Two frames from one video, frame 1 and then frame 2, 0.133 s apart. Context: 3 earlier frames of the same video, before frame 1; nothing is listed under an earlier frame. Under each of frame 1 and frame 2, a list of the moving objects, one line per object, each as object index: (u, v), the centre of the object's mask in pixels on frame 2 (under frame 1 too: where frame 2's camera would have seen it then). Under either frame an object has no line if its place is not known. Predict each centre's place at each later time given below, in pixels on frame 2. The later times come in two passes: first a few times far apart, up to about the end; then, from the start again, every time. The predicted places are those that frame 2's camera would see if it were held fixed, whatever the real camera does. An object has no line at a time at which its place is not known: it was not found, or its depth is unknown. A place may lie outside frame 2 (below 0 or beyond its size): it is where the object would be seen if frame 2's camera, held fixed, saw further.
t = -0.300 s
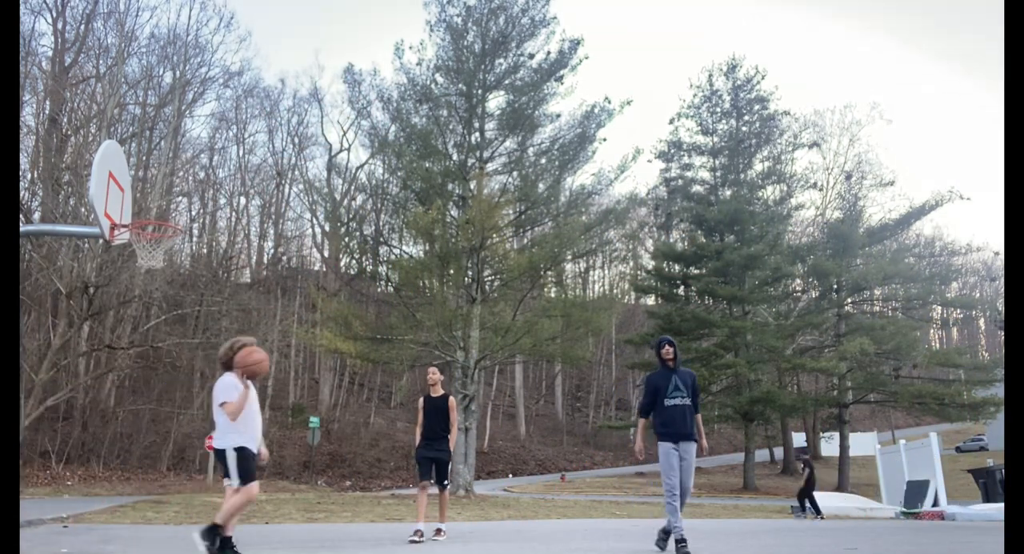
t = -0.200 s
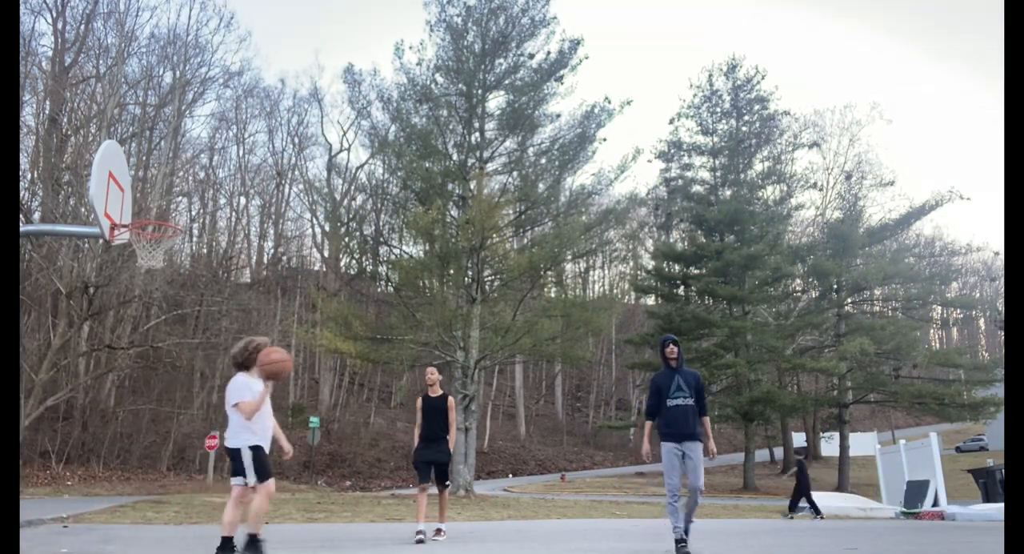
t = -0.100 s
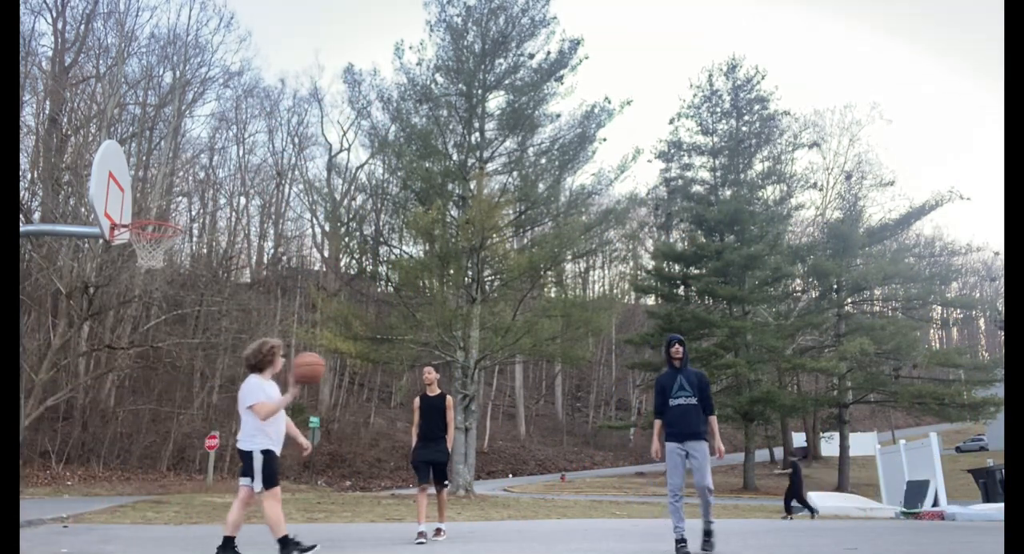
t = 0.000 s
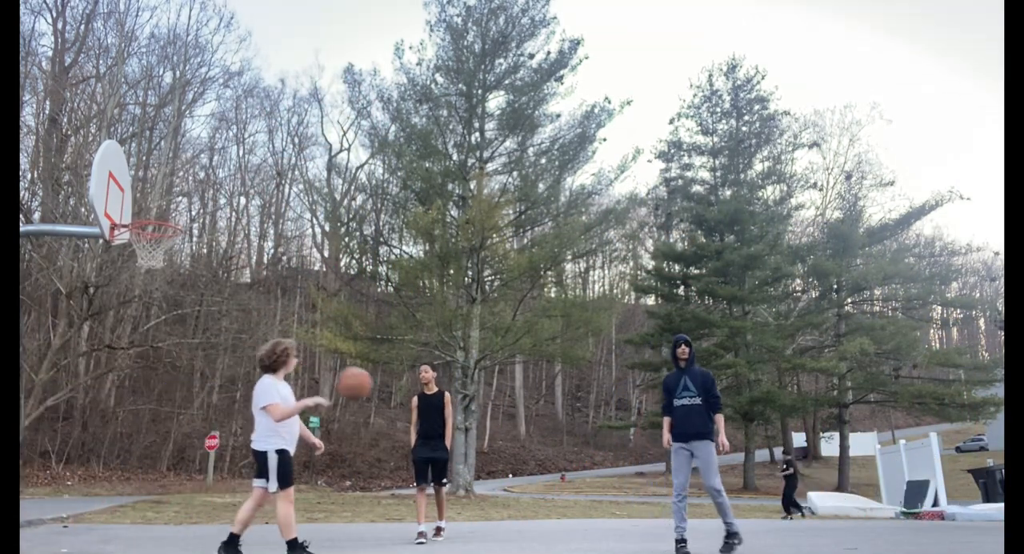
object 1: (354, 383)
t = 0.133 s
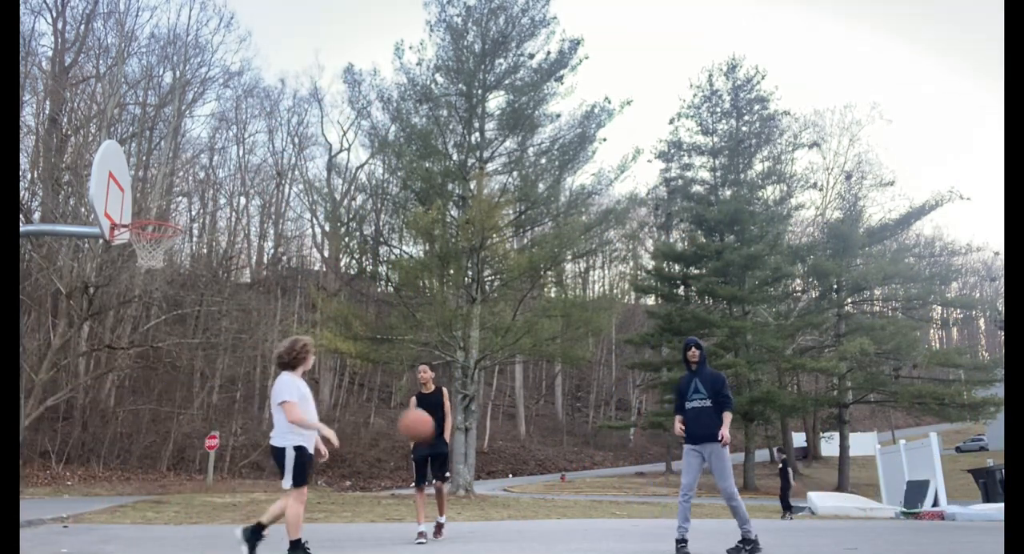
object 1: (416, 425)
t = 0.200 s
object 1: (447, 455)
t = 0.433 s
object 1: (540, 509)
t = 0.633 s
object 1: (590, 449)
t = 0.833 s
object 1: (640, 449)
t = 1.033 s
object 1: (694, 504)
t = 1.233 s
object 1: (745, 513)
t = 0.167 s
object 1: (432, 440)
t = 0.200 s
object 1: (447, 455)
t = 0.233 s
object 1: (463, 471)
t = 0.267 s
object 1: (479, 493)
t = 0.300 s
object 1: (495, 515)
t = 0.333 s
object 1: (511, 538)
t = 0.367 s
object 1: (524, 540)
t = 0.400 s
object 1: (533, 524)
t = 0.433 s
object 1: (540, 509)
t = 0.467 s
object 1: (550, 495)
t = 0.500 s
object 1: (557, 481)
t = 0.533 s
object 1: (566, 470)
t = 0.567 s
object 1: (574, 462)
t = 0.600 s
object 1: (582, 454)
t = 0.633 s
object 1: (590, 449)
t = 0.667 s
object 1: (599, 446)
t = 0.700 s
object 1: (607, 443)
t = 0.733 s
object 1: (616, 442)
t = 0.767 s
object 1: (624, 443)
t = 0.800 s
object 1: (632, 445)
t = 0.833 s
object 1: (640, 449)
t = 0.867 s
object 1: (648, 454)
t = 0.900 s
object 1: (657, 461)
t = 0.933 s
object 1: (666, 469)
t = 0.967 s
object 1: (676, 480)
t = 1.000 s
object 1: (684, 491)
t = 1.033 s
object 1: (694, 504)
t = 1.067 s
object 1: (703, 520)
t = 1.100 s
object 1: (712, 537)
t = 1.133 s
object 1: (722, 541)
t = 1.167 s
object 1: (730, 532)
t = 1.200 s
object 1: (738, 522)
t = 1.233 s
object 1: (745, 513)
